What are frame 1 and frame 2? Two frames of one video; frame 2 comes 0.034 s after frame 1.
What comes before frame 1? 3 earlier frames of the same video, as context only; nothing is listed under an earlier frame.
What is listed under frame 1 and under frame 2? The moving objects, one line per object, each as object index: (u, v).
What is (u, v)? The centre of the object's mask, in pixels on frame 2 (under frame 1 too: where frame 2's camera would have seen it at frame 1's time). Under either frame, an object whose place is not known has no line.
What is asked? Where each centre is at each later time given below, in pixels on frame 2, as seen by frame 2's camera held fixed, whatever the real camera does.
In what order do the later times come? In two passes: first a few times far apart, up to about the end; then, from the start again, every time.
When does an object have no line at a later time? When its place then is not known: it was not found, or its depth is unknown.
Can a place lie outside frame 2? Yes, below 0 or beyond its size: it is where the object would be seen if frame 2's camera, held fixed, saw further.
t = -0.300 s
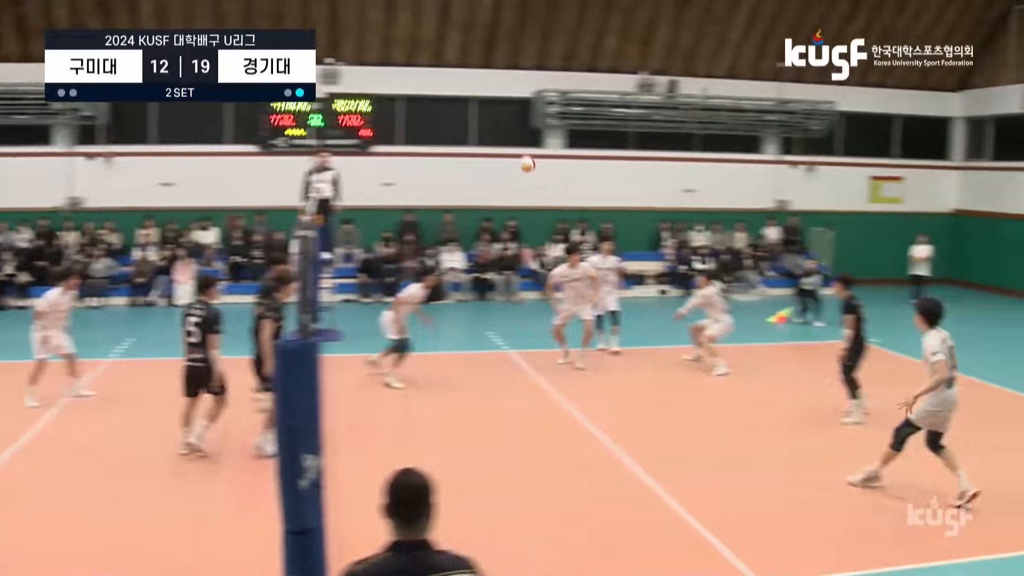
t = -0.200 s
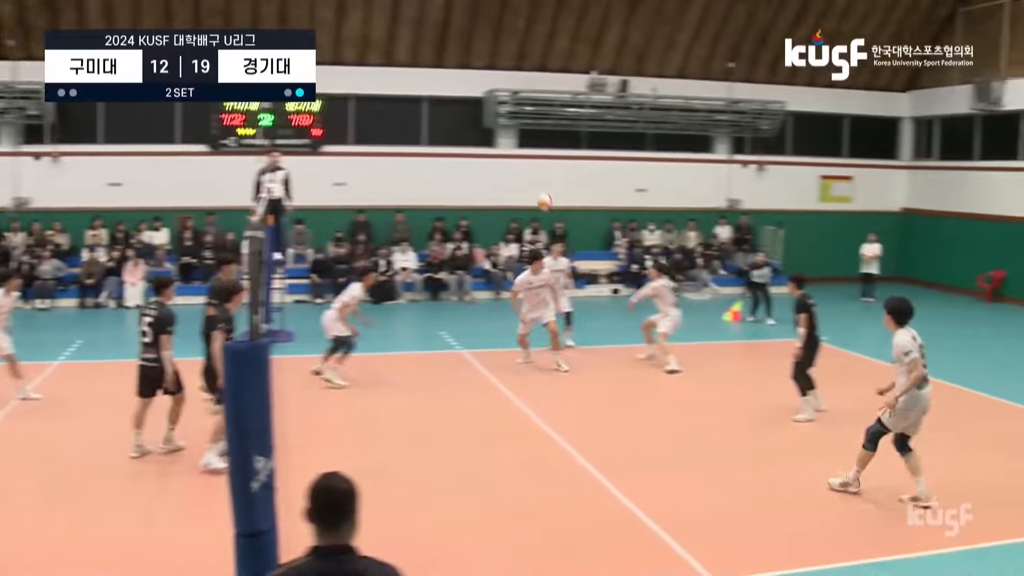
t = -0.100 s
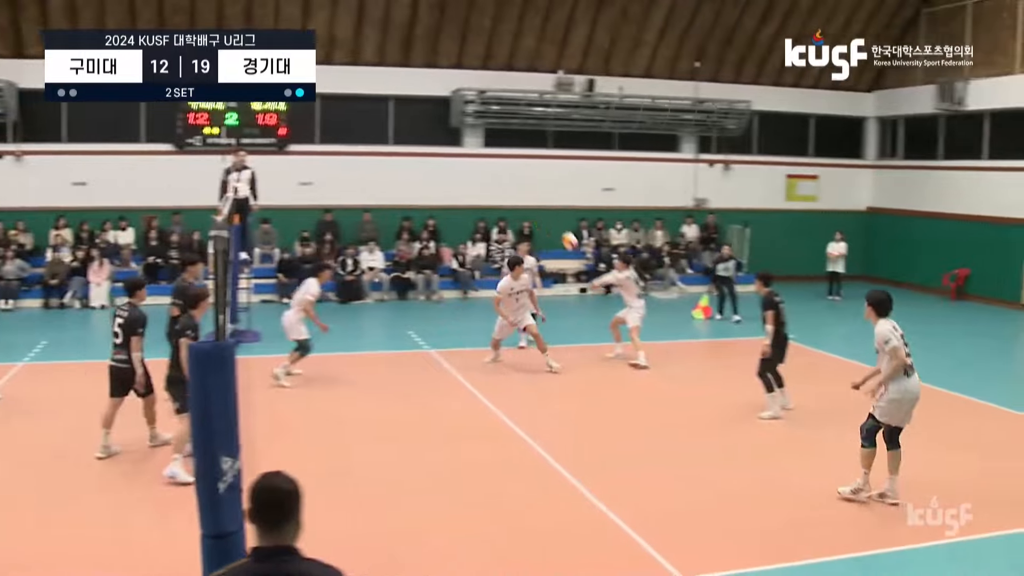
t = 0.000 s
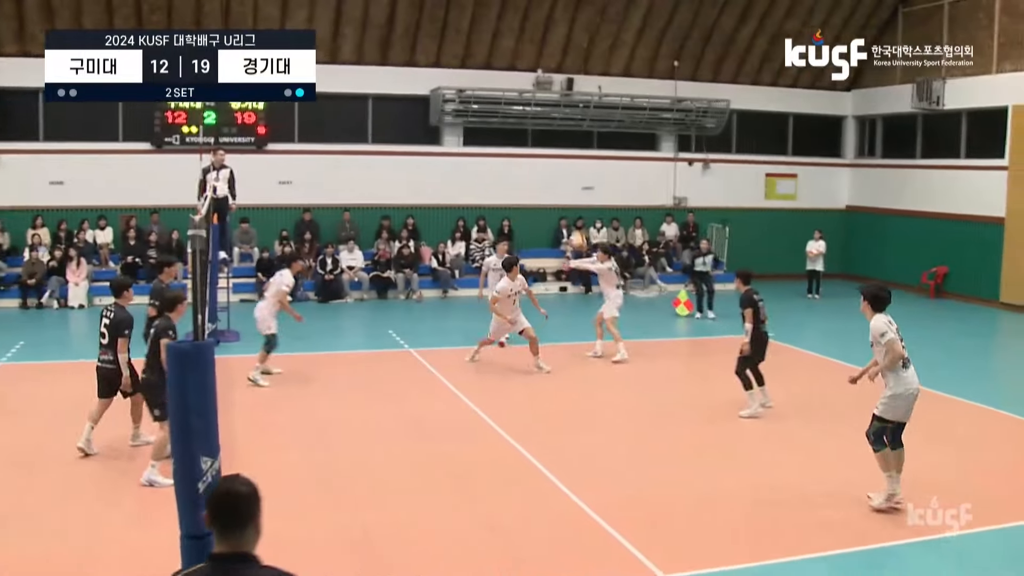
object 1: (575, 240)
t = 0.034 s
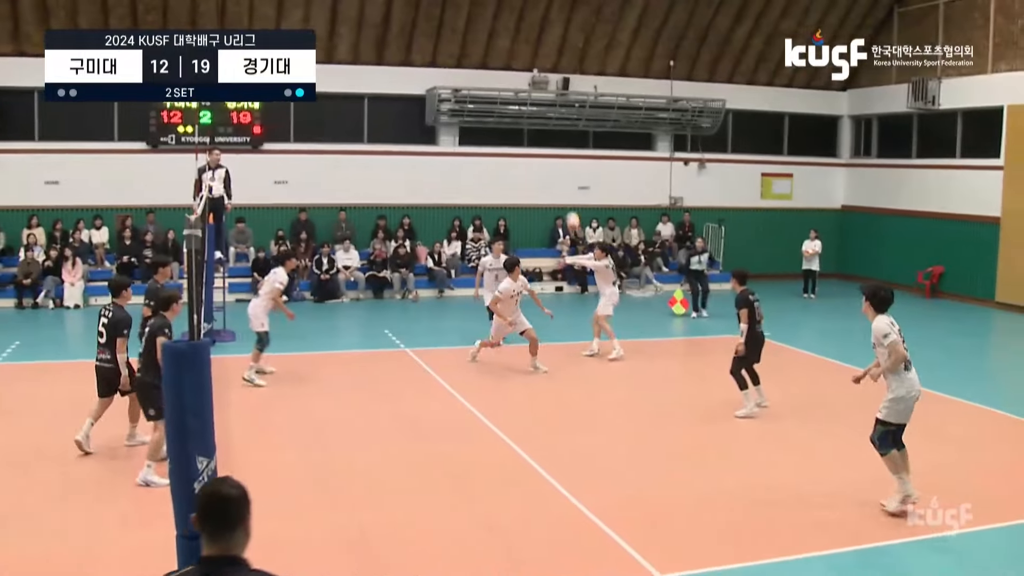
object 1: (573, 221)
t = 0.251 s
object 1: (562, 119)
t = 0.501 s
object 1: (554, 36)
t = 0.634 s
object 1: (549, 9)
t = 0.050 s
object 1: (571, 213)
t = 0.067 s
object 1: (572, 205)
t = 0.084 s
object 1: (569, 195)
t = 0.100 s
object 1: (570, 187)
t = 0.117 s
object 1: (569, 179)
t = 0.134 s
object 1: (568, 170)
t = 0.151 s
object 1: (567, 161)
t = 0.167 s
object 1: (566, 154)
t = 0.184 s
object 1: (565, 147)
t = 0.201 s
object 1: (565, 139)
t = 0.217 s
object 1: (564, 134)
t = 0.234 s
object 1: (563, 126)
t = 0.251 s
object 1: (562, 119)
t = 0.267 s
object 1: (561, 111)
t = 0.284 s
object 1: (561, 106)
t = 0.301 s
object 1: (561, 99)
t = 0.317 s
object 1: (560, 93)
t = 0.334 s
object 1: (560, 87)
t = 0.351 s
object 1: (559, 81)
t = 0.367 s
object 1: (559, 76)
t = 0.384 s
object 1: (557, 69)
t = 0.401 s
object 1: (557, 64)
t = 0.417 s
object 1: (556, 59)
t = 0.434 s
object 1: (556, 55)
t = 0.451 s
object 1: (555, 50)
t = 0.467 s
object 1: (555, 45)
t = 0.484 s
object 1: (554, 41)
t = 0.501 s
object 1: (554, 36)
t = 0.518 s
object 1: (553, 32)
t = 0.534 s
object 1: (552, 28)
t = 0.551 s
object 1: (552, 25)
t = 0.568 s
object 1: (551, 21)
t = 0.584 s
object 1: (551, 18)
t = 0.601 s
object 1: (550, 14)
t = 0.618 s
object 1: (549, 12)
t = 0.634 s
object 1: (549, 9)
